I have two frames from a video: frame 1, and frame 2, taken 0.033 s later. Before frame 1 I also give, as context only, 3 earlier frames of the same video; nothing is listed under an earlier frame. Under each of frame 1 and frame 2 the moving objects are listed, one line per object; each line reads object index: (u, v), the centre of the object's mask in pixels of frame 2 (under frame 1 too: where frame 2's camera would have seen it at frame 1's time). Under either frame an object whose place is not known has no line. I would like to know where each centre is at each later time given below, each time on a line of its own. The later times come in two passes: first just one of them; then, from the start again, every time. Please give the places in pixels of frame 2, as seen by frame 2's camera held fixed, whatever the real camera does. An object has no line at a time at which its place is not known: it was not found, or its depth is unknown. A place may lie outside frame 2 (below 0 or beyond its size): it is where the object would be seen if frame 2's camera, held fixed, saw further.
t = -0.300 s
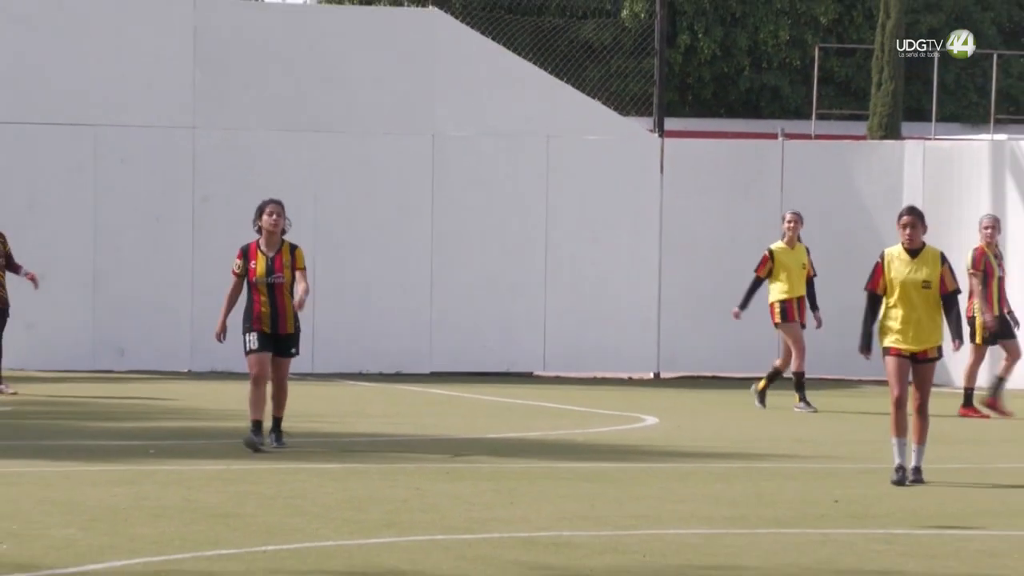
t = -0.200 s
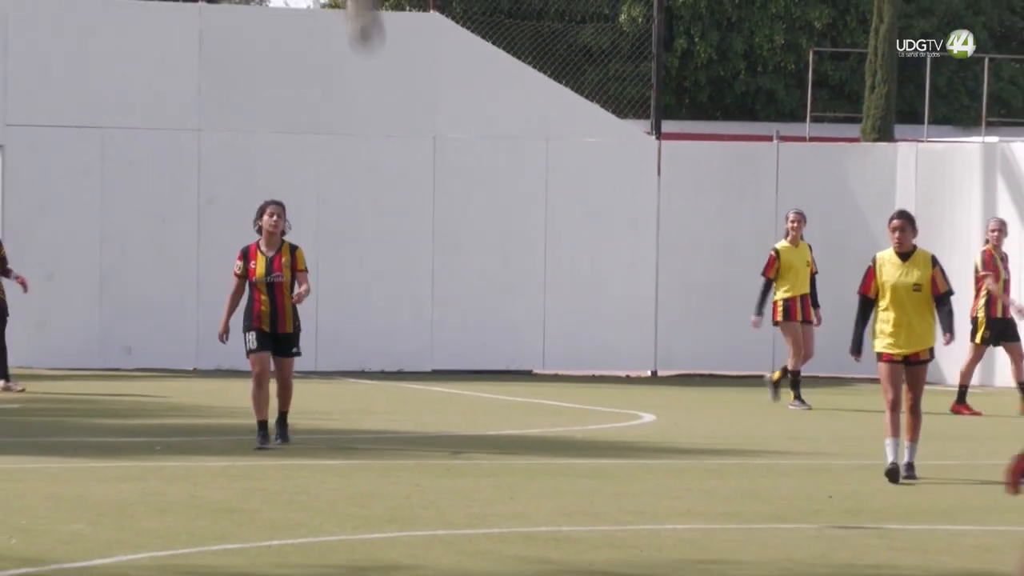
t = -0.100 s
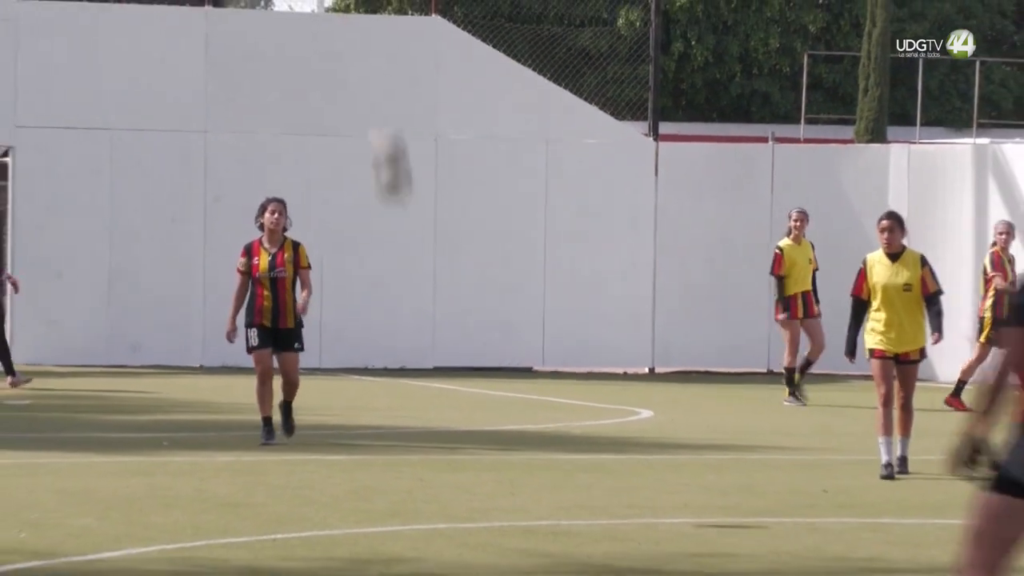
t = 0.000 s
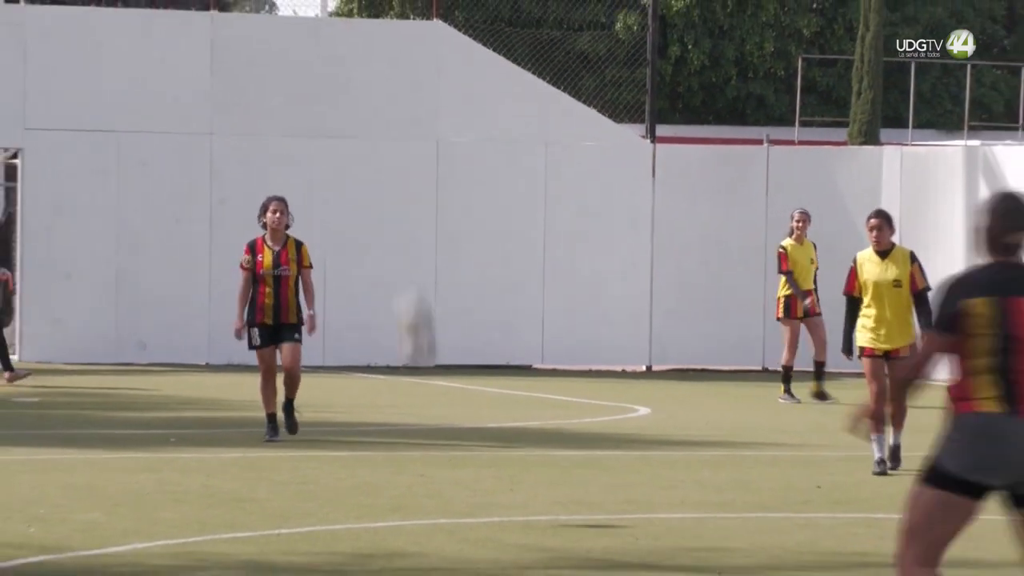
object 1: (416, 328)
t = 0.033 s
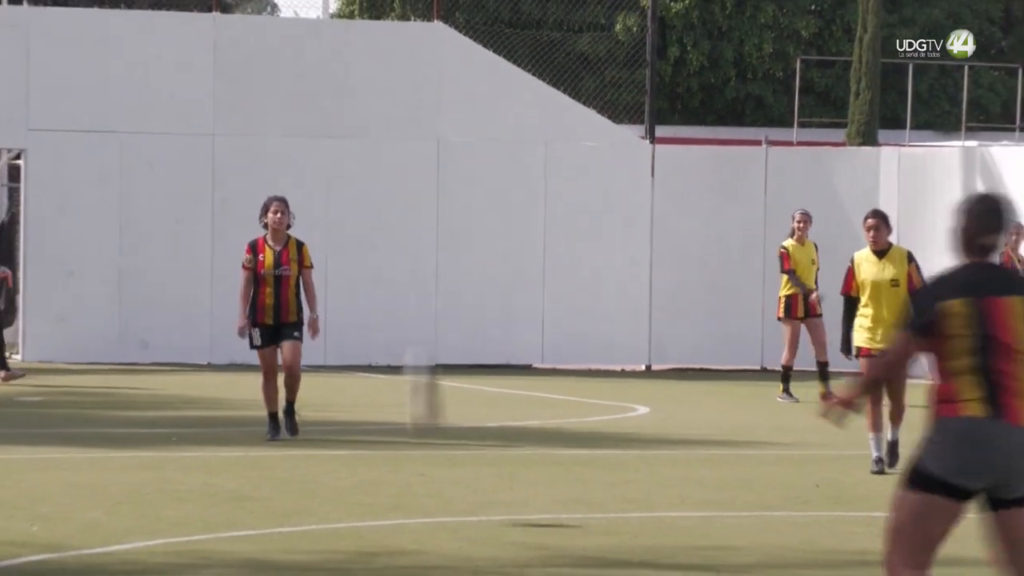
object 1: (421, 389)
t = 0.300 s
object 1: (433, 268)
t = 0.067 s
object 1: (431, 461)
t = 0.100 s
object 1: (436, 497)
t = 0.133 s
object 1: (436, 459)
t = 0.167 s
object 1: (435, 414)
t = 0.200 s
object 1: (435, 375)
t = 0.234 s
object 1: (434, 336)
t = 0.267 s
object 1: (434, 302)
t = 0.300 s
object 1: (433, 268)
